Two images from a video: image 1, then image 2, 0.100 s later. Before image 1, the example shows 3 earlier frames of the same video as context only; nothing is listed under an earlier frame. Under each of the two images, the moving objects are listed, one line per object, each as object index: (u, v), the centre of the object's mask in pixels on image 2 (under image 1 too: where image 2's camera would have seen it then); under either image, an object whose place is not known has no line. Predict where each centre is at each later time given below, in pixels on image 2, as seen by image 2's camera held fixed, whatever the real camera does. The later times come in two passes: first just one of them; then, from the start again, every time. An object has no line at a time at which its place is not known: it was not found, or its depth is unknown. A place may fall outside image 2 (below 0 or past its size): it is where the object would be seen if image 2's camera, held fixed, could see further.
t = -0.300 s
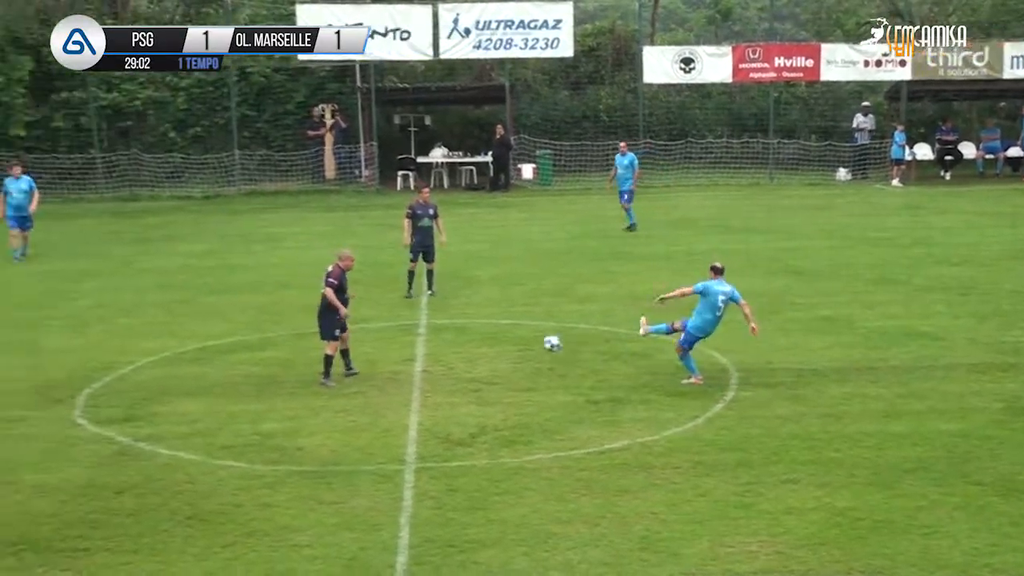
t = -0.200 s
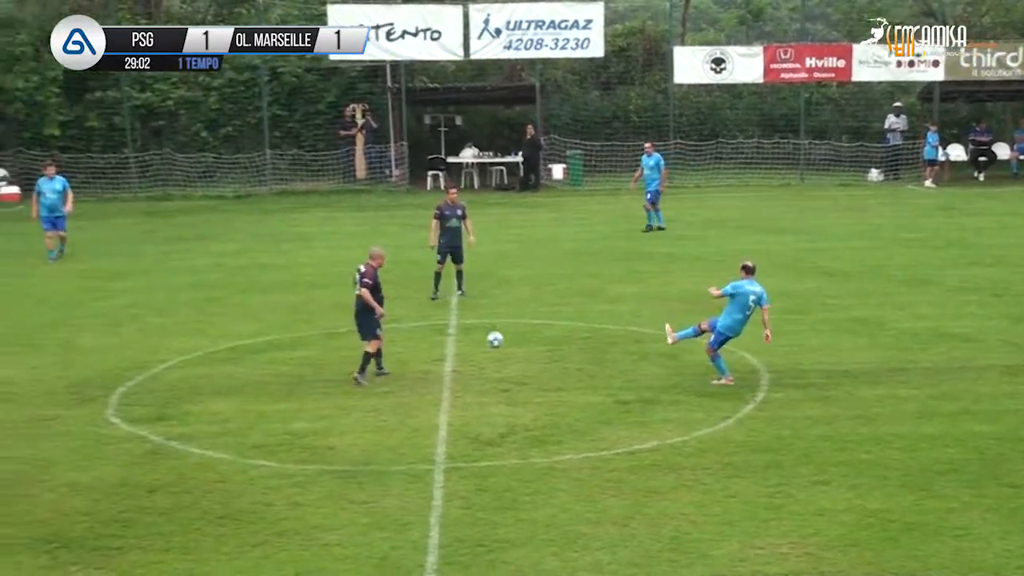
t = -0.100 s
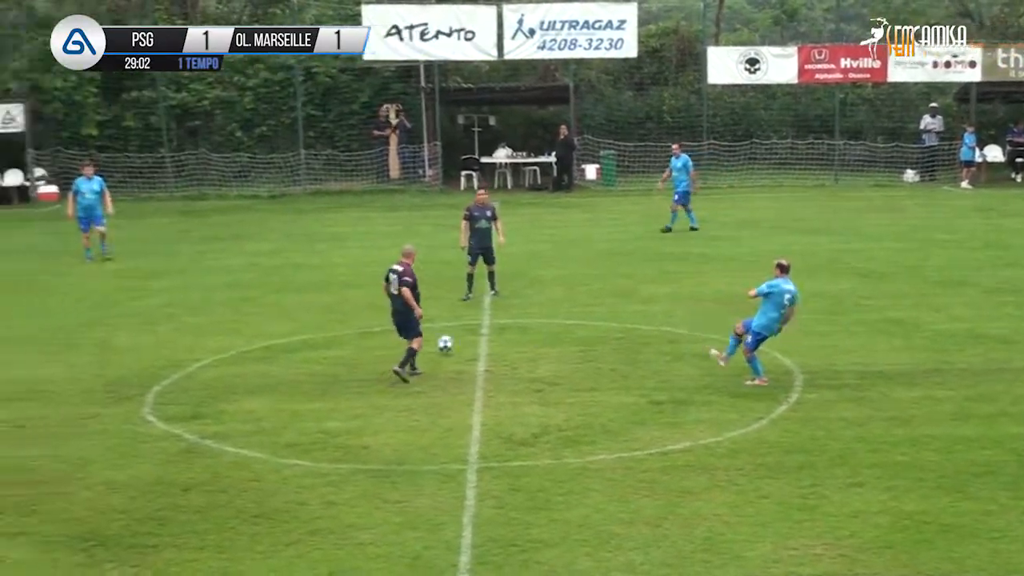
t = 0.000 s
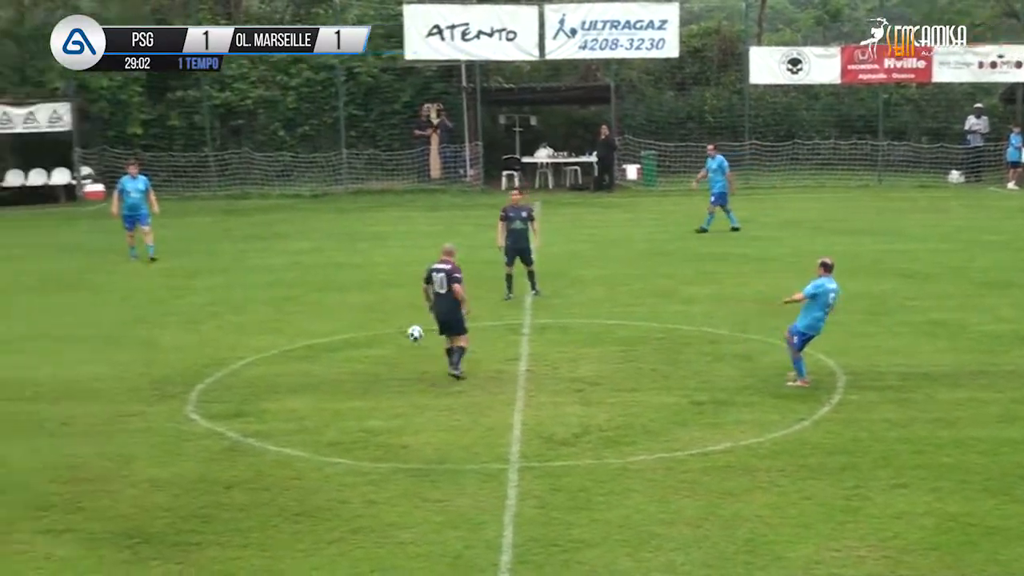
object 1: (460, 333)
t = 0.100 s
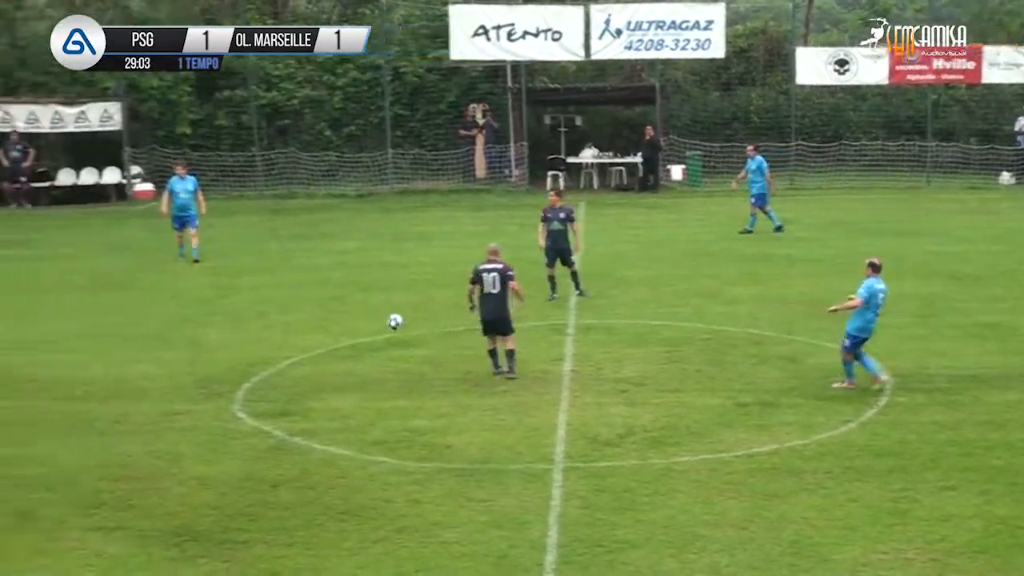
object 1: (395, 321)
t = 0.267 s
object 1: (291, 321)
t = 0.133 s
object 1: (374, 319)
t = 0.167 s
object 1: (353, 318)
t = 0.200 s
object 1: (332, 318)
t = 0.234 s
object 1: (312, 319)
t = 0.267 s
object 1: (291, 321)
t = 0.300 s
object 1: (271, 324)
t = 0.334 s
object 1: (252, 327)
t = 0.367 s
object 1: (233, 330)
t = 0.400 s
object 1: (216, 326)
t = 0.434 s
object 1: (200, 323)
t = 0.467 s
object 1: (184, 321)
